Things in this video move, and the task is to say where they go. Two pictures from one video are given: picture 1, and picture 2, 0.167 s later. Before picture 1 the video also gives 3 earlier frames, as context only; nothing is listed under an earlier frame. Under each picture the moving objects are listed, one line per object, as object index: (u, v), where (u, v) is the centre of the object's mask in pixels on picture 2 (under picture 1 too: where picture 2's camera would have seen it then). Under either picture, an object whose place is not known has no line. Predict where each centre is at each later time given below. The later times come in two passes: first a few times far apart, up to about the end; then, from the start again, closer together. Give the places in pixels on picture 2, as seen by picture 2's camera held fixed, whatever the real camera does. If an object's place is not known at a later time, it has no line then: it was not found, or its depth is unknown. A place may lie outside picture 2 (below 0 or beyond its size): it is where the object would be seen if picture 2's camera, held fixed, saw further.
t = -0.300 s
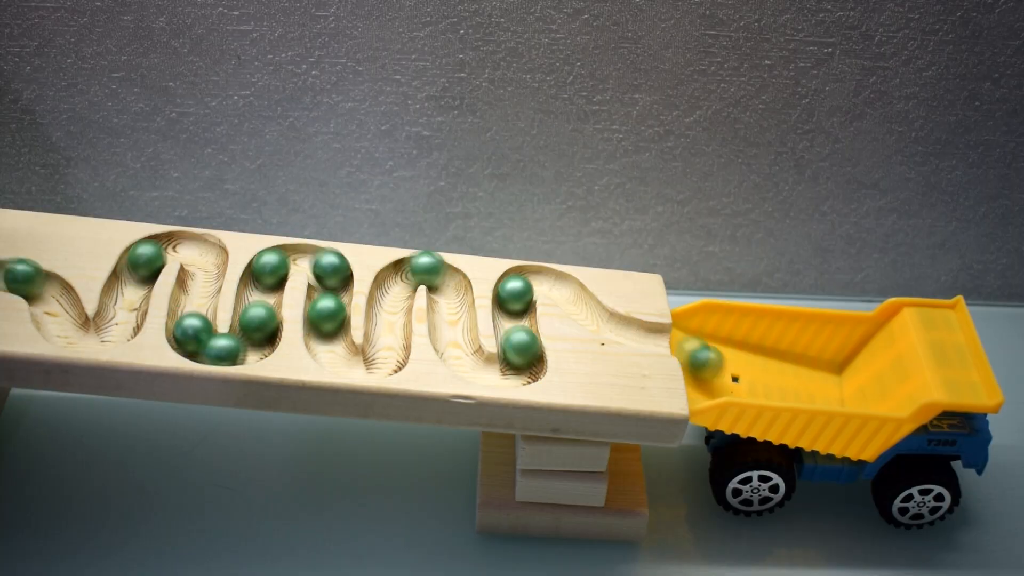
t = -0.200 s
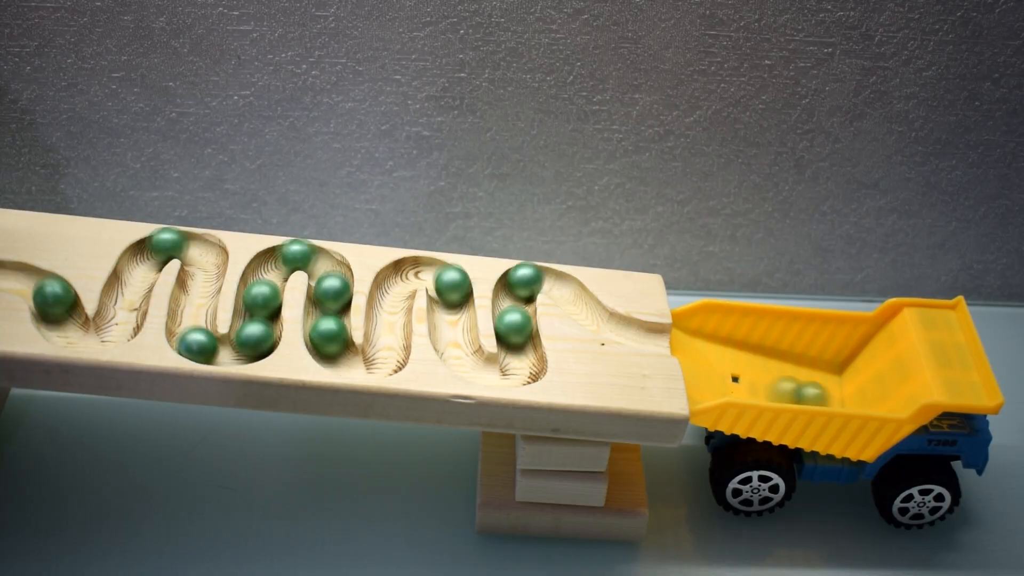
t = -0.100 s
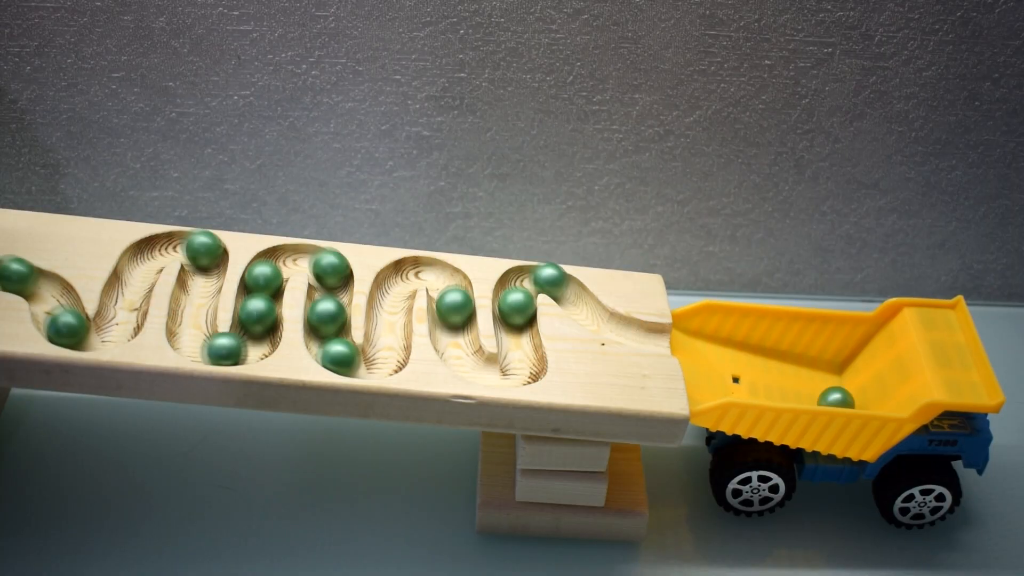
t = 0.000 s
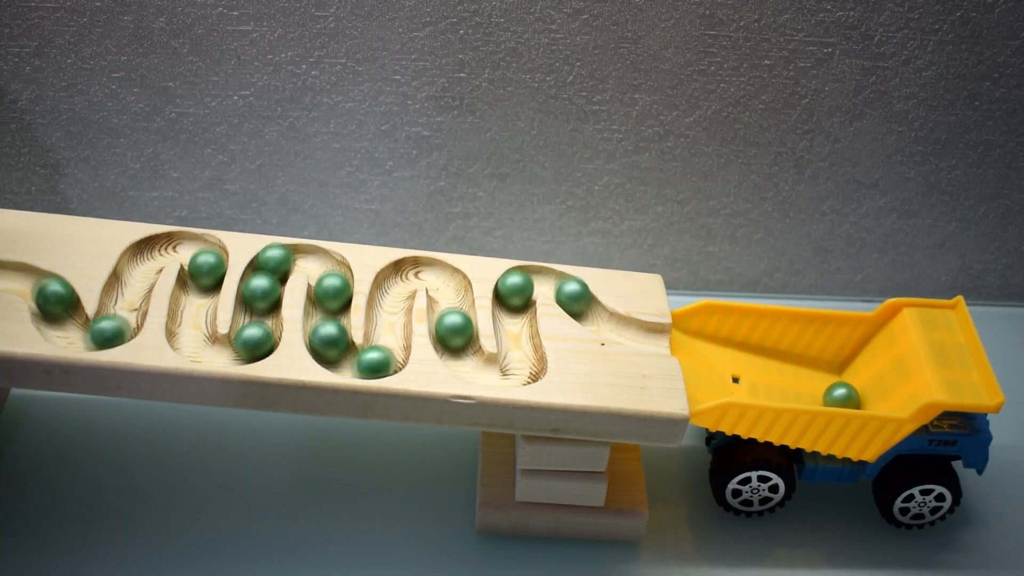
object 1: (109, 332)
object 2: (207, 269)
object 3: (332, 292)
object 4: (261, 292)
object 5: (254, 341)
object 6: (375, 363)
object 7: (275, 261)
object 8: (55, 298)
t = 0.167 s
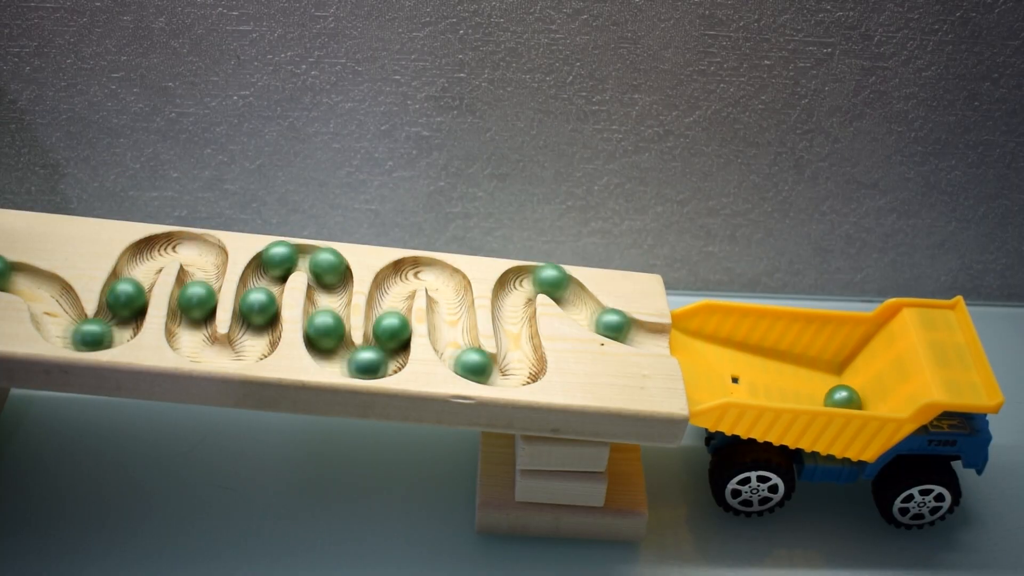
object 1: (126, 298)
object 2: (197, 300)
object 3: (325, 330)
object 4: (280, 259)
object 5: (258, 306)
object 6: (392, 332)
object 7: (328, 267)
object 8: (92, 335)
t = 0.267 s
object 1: (131, 278)
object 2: (191, 321)
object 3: (335, 353)
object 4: (315, 259)
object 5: (260, 287)
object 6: (392, 310)
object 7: (333, 288)
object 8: (120, 320)
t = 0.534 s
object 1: (188, 245)
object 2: (241, 348)
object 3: (390, 337)
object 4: (327, 318)
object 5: (315, 259)
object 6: (423, 268)
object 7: (333, 351)
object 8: (145, 261)
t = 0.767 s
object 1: (200, 285)
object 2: (261, 302)
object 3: (393, 293)
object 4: (355, 362)
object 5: (328, 308)
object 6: (456, 311)
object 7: (390, 343)
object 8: (205, 250)
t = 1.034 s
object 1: (193, 340)
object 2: (292, 256)
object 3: (449, 281)
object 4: (391, 323)
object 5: (350, 361)
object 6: (475, 365)
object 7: (399, 280)
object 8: (196, 300)
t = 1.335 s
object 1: (259, 324)
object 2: (329, 310)
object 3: (457, 345)
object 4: (412, 269)
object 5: (389, 320)
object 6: (518, 332)
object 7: (453, 305)
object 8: (214, 349)
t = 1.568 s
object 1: (264, 277)
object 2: (343, 359)
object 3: (520, 366)
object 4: (454, 305)
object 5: (400, 277)
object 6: (518, 292)
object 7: (462, 356)
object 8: (257, 315)
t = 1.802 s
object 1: (321, 263)
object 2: (391, 335)
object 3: (515, 319)
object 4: (465, 358)
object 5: (454, 291)
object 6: (563, 286)
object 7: (525, 360)
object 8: (271, 268)
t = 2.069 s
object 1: (327, 322)
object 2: (398, 281)
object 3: (521, 276)
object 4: (522, 350)
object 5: (461, 352)
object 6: (637, 332)
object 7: (514, 304)
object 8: (334, 284)
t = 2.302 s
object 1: (364, 363)
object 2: (453, 290)
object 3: (579, 303)
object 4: (514, 308)
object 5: (524, 364)
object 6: (801, 385)
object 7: (527, 276)
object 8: (328, 341)
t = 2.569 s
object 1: (391, 314)
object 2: (458, 350)
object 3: (687, 344)
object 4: (546, 278)
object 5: (515, 306)
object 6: (808, 377)
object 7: (584, 307)
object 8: (389, 350)
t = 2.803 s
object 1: (404, 269)
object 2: (524, 363)
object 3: (794, 360)
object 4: (603, 320)
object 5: (549, 280)
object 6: (813, 386)
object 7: (672, 340)
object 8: (395, 298)
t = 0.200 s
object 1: (126, 291)
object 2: (196, 307)
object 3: (328, 338)
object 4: (290, 255)
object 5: (259, 301)
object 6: (392, 324)
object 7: (333, 274)
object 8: (108, 332)
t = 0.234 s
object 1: (127, 285)
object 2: (194, 314)
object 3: (331, 346)
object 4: (304, 255)
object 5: (260, 294)
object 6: (392, 317)
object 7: (334, 281)
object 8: (115, 327)
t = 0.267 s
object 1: (131, 278)
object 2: (191, 321)
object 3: (335, 353)
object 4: (315, 259)
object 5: (260, 287)
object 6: (392, 310)
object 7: (333, 288)
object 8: (120, 320)
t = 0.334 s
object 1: (141, 266)
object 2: (190, 334)
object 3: (351, 361)
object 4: (332, 269)
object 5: (267, 275)
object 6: (394, 298)
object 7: (331, 304)
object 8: (127, 304)
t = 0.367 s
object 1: (145, 260)
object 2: (193, 339)
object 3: (366, 363)
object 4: (334, 278)
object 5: (270, 270)
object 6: (396, 291)
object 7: (329, 313)
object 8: (128, 296)
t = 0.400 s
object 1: (148, 253)
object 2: (197, 344)
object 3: (376, 361)
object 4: (333, 286)
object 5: (275, 264)
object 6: (397, 284)
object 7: (327, 320)
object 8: (128, 289)
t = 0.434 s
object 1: (153, 248)
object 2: (205, 348)
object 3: (385, 356)
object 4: (332, 294)
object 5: (281, 258)
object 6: (399, 278)
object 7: (326, 327)
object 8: (130, 282)
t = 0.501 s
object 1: (175, 243)
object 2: (230, 350)
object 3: (390, 344)
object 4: (328, 310)
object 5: (303, 256)
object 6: (412, 270)
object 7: (330, 344)
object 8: (139, 267)
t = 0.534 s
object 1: (188, 245)
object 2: (241, 348)
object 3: (390, 337)
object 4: (327, 318)
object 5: (315, 259)
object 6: (423, 268)
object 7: (333, 351)
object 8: (145, 261)
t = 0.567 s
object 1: (200, 248)
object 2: (251, 344)
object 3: (391, 330)
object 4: (326, 327)
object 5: (324, 265)
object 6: (434, 271)
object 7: (339, 356)
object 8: (147, 255)
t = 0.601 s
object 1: (206, 254)
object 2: (256, 338)
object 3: (391, 324)
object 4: (326, 336)
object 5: (332, 272)
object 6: (444, 276)
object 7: (347, 360)
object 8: (151, 251)
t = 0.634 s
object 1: (208, 260)
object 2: (258, 331)
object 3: (390, 317)
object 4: (328, 343)
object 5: (334, 279)
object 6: (450, 282)
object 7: (360, 363)
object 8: (161, 247)
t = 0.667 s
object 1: (206, 266)
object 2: (259, 323)
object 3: (390, 311)
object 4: (332, 350)
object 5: (334, 286)
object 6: (454, 289)
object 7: (375, 363)
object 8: (173, 244)
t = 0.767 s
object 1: (200, 285)
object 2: (261, 302)
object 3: (393, 293)
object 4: (355, 362)
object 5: (328, 308)
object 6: (456, 311)
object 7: (390, 343)
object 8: (205, 250)
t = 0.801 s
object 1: (197, 292)
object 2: (262, 296)
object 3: (396, 287)
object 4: (367, 363)
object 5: (325, 316)
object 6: (456, 318)
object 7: (390, 334)
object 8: (208, 257)
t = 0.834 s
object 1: (195, 299)
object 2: (263, 289)
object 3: (398, 282)
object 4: (377, 361)
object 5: (325, 323)
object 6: (455, 325)
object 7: (390, 325)
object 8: (208, 262)
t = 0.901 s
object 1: (193, 313)
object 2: (266, 276)
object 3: (408, 271)
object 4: (390, 351)
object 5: (331, 338)
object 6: (456, 340)
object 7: (390, 309)
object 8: (204, 276)
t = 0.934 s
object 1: (193, 319)
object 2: (269, 270)
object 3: (418, 269)
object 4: (390, 344)
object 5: (333, 346)
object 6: (459, 347)
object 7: (391, 301)
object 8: (203, 282)
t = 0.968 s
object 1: (193, 326)
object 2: (275, 264)
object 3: (430, 269)
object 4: (390, 337)
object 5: (336, 353)
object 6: (463, 354)
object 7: (393, 294)
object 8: (201, 288)
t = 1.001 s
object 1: (192, 334)
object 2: (282, 258)
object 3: (441, 274)
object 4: (391, 331)
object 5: (341, 358)
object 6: (468, 360)
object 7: (395, 286)
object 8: (198, 293)
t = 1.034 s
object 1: (193, 340)
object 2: (292, 256)
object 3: (449, 281)
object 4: (391, 323)
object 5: (350, 361)
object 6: (475, 365)
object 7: (399, 280)
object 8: (196, 300)
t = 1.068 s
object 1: (198, 344)
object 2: (306, 256)
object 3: (453, 287)
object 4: (391, 317)
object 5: (362, 363)
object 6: (486, 368)
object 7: (404, 273)
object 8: (194, 307)
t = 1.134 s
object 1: (216, 349)
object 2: (327, 267)
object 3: (455, 301)
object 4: (392, 304)
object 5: (383, 358)
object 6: (511, 369)
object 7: (425, 268)
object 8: (192, 320)
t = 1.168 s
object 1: (228, 349)
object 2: (333, 273)
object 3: (455, 308)
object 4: (393, 298)
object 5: (388, 354)
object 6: (522, 366)
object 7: (437, 271)
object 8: (193, 327)
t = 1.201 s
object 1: (242, 348)
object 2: (334, 280)
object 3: (456, 316)
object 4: (394, 292)
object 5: (391, 349)
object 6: (525, 362)
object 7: (448, 278)
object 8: (191, 335)
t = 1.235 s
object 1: (251, 344)
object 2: (334, 288)
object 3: (457, 323)
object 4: (395, 285)
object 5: (390, 340)
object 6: (524, 353)
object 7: (452, 283)
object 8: (191, 340)
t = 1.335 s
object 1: (259, 324)
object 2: (329, 310)
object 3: (457, 345)
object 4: (412, 269)
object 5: (389, 320)
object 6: (518, 332)
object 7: (453, 305)
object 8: (214, 349)
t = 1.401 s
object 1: (260, 309)
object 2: (326, 325)
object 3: (465, 358)
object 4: (436, 272)
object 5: (393, 307)
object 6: (517, 320)
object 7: (452, 321)
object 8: (242, 348)
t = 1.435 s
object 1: (260, 302)
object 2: (327, 333)
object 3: (471, 363)
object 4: (446, 277)
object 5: (394, 300)
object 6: (518, 313)
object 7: (454, 328)
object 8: (252, 343)
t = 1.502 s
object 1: (261, 290)
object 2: (332, 348)
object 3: (494, 369)
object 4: (454, 290)
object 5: (397, 289)
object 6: (517, 302)
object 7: (460, 344)
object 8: (257, 331)
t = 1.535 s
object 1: (262, 283)
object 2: (336, 354)
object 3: (507, 369)
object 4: (454, 298)
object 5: (398, 283)
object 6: (517, 298)
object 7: (460, 351)
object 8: (256, 323)
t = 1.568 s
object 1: (264, 277)
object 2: (343, 359)
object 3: (520, 366)
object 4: (454, 305)
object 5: (400, 277)
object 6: (518, 292)
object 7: (462, 356)
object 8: (257, 315)
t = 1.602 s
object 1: (267, 270)
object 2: (354, 362)
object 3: (524, 362)
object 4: (455, 312)
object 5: (406, 273)
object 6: (519, 286)
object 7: (468, 361)
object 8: (259, 307)
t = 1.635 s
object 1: (271, 265)
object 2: (366, 364)
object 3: (523, 354)
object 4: (455, 320)
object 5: (414, 270)
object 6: (521, 281)
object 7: (477, 366)
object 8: (261, 301)
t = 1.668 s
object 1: (277, 260)
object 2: (378, 362)
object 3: (521, 347)
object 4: (456, 327)
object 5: (426, 269)
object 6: (526, 278)
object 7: (488, 368)
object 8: (263, 294)
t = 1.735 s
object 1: (297, 255)
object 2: (390, 350)
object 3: (516, 331)
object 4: (460, 343)
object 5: (447, 278)
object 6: (544, 278)
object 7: (512, 369)
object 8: (265, 279)
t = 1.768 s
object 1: (309, 257)
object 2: (390, 342)
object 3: (515, 325)
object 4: (462, 351)
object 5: (452, 284)
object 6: (553, 282)
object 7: (522, 365)
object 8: (267, 273)
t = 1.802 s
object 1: (321, 263)
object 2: (391, 335)
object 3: (515, 319)
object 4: (465, 358)
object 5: (454, 291)
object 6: (563, 286)
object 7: (525, 360)
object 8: (271, 268)
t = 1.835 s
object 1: (330, 268)
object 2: (392, 328)
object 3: (515, 313)
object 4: (470, 363)
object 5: (455, 298)
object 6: (569, 292)
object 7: (523, 351)
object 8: (278, 262)
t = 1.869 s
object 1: (333, 275)
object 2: (392, 321)
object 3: (516, 308)
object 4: (480, 367)
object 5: (455, 305)
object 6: (575, 299)
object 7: (522, 344)
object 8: (287, 257)
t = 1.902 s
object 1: (334, 282)
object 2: (391, 313)
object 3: (516, 302)
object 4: (491, 368)
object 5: (456, 313)
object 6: (582, 306)
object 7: (520, 337)
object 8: (299, 255)
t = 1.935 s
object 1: (333, 291)
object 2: (391, 307)
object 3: (516, 297)
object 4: (504, 369)
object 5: (456, 320)
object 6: (590, 312)
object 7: (518, 328)
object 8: (311, 257)
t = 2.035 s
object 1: (329, 314)
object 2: (394, 287)
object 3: (517, 280)
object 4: (523, 358)
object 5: (459, 344)
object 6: (622, 327)
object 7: (515, 309)
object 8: (334, 276)
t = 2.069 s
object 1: (327, 322)
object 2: (398, 281)
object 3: (521, 276)
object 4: (522, 350)
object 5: (461, 352)
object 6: (637, 332)
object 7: (514, 304)
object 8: (334, 284)
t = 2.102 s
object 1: (326, 329)
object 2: (404, 275)
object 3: (528, 274)
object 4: (522, 342)
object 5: (464, 357)
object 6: (654, 336)
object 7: (513, 298)
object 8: (333, 292)
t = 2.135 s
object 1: (327, 337)
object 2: (411, 270)
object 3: (537, 274)
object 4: (521, 337)
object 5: (468, 362)
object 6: (669, 338)
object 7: (515, 294)
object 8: (332, 299)
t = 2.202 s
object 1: (334, 351)
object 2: (434, 271)
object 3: (558, 283)
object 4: (517, 324)
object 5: (491, 369)
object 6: (708, 357)
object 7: (520, 287)
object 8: (328, 315)
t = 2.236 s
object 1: (340, 357)
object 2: (444, 277)
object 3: (567, 290)
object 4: (515, 318)
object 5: (504, 369)
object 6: (736, 367)
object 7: (522, 284)
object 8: (326, 322)
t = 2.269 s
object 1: (350, 360)
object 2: (451, 283)
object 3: (572, 296)
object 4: (514, 314)
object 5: (517, 369)
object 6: (766, 378)
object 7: (524, 280)
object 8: (326, 332)
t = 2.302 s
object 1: (364, 363)
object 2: (453, 290)
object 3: (579, 303)
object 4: (514, 308)
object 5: (524, 364)
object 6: (801, 385)
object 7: (527, 276)
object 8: (328, 341)
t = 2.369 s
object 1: (384, 357)
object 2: (455, 304)
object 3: (597, 317)
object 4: (515, 297)
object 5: (522, 348)
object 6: (812, 381)
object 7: (541, 277)
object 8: (334, 354)
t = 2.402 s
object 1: (389, 352)
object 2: (456, 312)
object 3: (610, 323)
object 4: (516, 291)
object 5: (521, 341)
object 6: (812, 383)
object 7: (549, 279)
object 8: (342, 358)
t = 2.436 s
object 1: (390, 346)
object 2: (457, 319)
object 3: (624, 327)
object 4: (517, 286)
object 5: (519, 334)
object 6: (811, 386)
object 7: (558, 284)
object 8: (354, 362)
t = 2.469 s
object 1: (390, 336)
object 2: (457, 327)
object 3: (638, 332)
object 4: (520, 282)
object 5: (518, 326)
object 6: (811, 389)
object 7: (566, 288)
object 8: (368, 363)
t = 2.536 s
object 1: (390, 321)
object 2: (456, 342)
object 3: (670, 338)
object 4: (535, 278)
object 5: (516, 313)
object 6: (808, 379)
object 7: (577, 300)
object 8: (387, 355)
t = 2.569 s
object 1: (391, 314)
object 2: (458, 350)
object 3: (687, 344)
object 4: (546, 278)
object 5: (515, 306)
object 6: (808, 377)
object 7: (584, 307)
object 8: (389, 350)
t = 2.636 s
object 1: (391, 300)
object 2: (468, 362)
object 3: (731, 366)
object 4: (565, 289)
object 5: (515, 294)
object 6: (814, 382)
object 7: (599, 318)
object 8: (389, 334)
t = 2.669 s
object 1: (392, 294)
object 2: (479, 366)
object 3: (758, 371)
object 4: (571, 295)
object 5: (517, 288)
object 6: (814, 383)
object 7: (611, 323)
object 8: (388, 327)
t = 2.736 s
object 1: (398, 281)
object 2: (502, 370)
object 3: (781, 365)
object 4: (584, 307)
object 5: (527, 279)
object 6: (813, 385)
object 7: (638, 331)
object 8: (391, 312)
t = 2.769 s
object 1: (400, 275)
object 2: (517, 368)
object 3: (786, 362)
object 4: (591, 313)
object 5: (538, 278)
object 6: (813, 385)
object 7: (654, 336)
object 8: (393, 305)
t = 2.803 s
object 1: (404, 269)
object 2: (524, 363)
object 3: (794, 360)
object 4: (603, 320)
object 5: (549, 280)
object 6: (813, 386)
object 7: (672, 340)
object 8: (395, 298)
